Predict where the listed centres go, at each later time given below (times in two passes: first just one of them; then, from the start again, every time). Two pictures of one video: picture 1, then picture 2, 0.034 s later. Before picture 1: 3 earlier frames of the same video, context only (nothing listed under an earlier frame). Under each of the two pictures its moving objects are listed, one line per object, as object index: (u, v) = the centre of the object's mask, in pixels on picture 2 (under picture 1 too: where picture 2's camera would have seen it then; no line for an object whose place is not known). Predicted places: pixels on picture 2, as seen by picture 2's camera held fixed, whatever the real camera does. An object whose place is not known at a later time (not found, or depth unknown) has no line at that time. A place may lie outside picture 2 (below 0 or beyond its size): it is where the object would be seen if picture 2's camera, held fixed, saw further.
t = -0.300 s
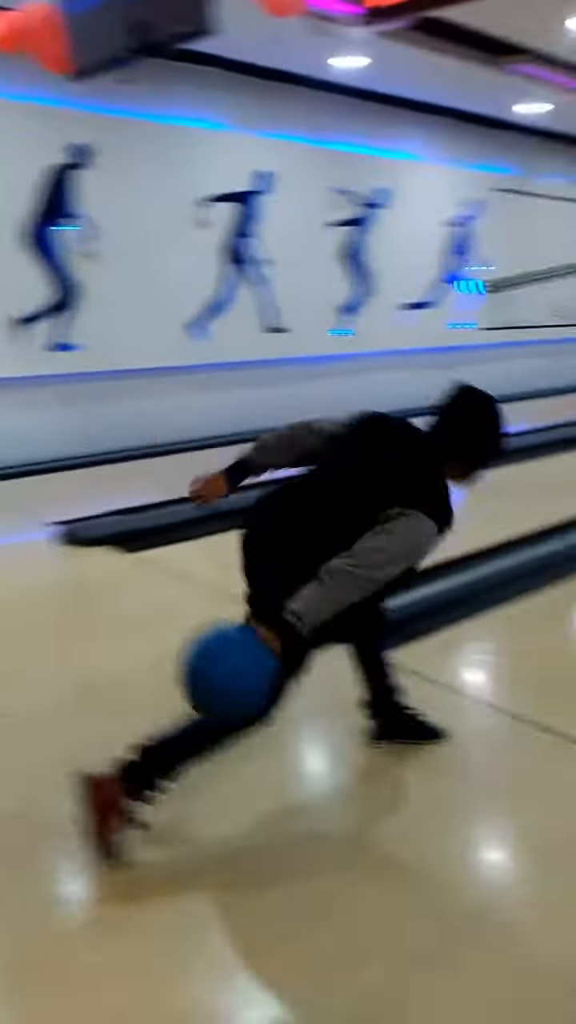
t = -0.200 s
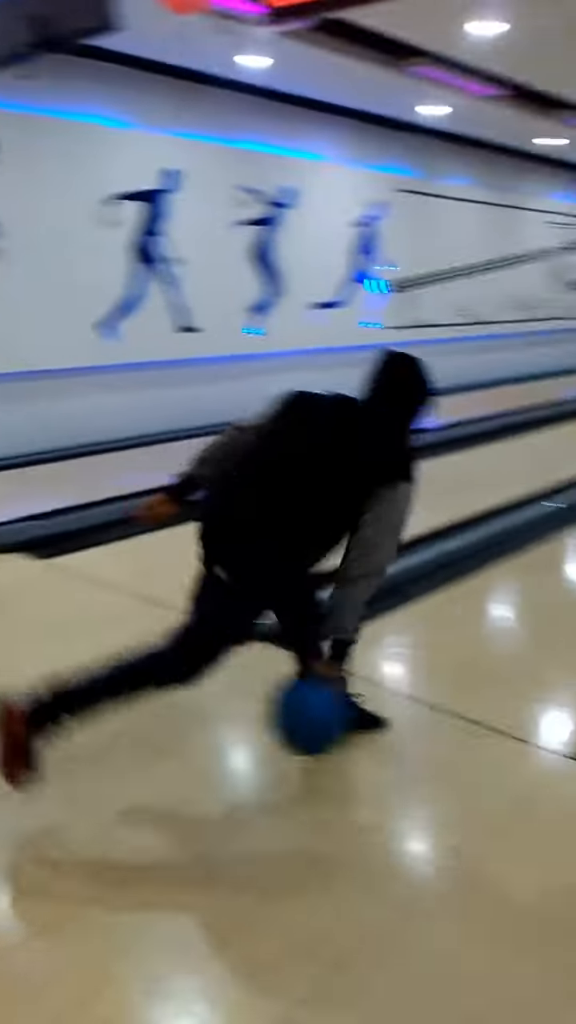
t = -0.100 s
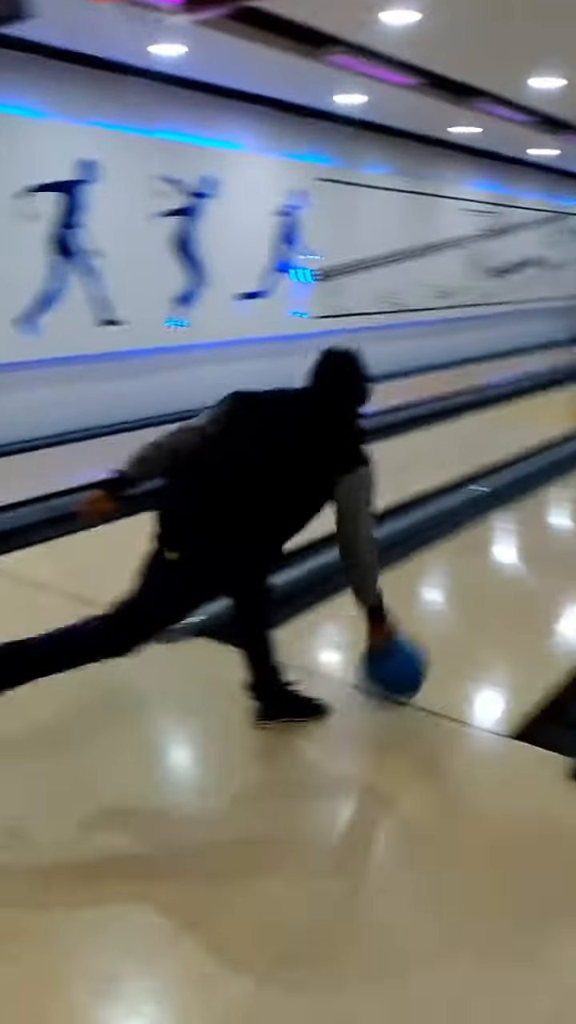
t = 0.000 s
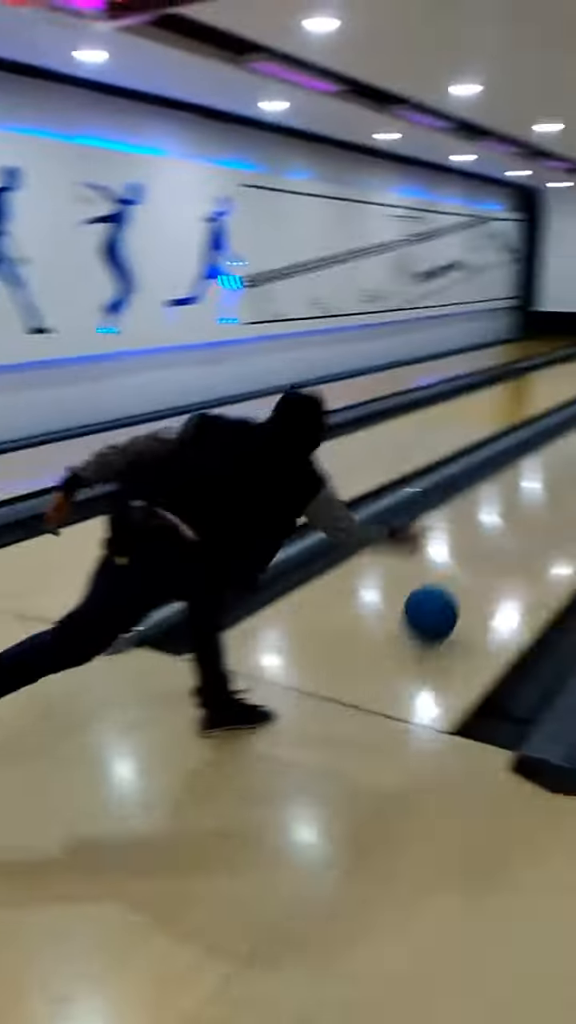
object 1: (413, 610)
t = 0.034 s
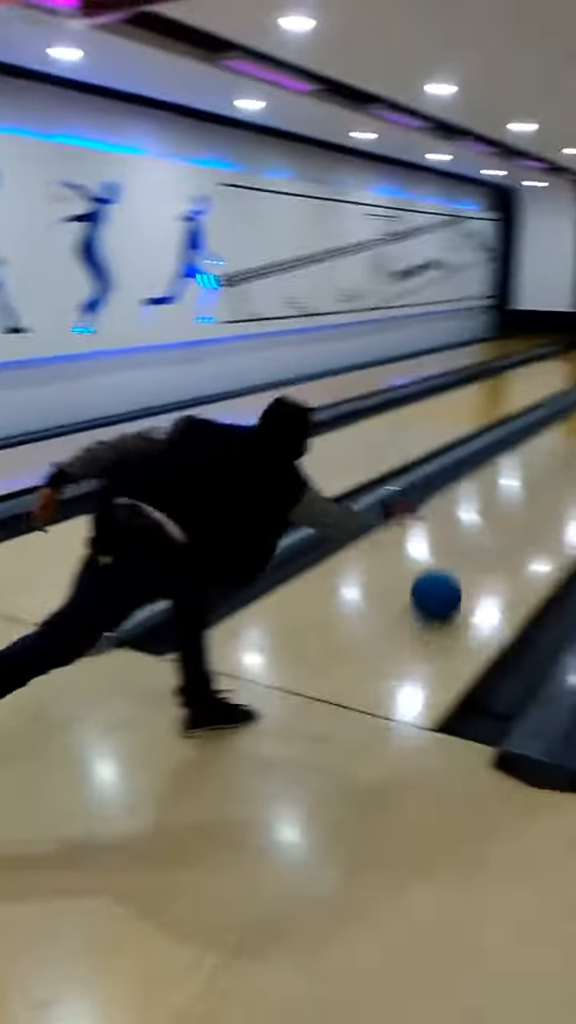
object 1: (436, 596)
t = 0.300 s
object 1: (563, 494)
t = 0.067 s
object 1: (458, 578)
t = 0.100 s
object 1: (478, 563)
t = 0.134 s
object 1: (496, 549)
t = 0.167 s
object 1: (511, 536)
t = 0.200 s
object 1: (526, 525)
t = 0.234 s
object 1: (539, 514)
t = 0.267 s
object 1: (551, 503)
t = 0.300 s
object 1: (563, 494)
